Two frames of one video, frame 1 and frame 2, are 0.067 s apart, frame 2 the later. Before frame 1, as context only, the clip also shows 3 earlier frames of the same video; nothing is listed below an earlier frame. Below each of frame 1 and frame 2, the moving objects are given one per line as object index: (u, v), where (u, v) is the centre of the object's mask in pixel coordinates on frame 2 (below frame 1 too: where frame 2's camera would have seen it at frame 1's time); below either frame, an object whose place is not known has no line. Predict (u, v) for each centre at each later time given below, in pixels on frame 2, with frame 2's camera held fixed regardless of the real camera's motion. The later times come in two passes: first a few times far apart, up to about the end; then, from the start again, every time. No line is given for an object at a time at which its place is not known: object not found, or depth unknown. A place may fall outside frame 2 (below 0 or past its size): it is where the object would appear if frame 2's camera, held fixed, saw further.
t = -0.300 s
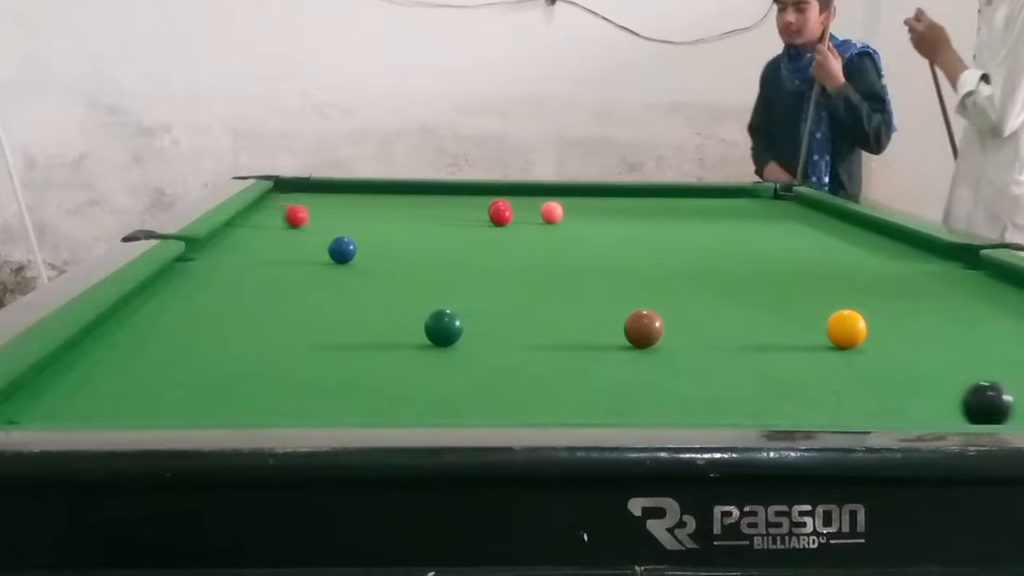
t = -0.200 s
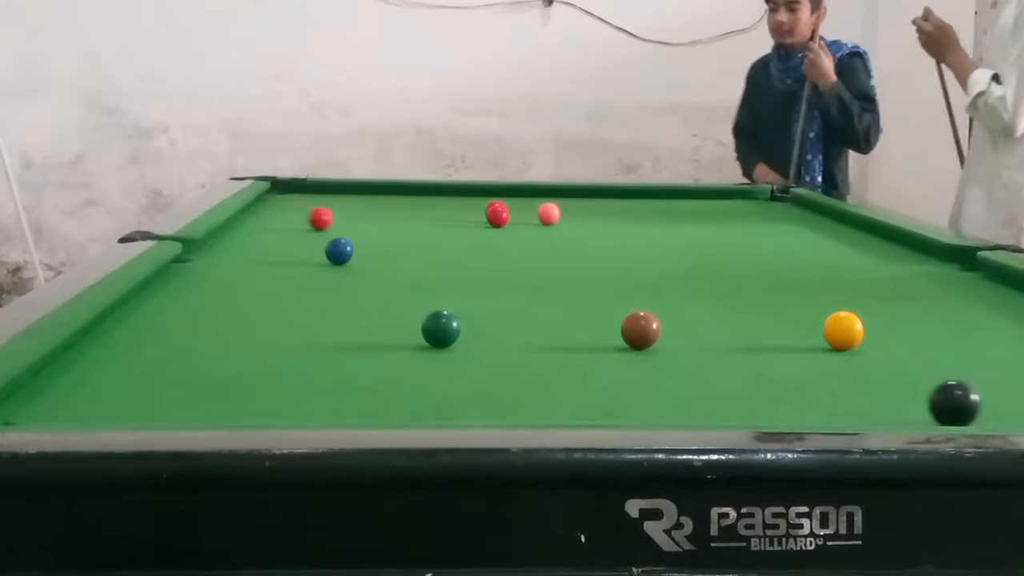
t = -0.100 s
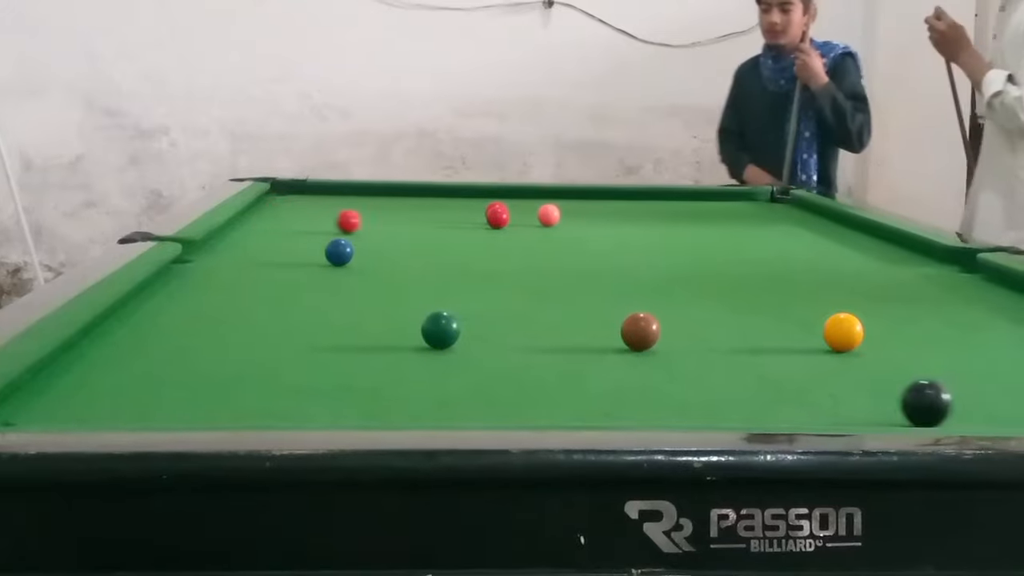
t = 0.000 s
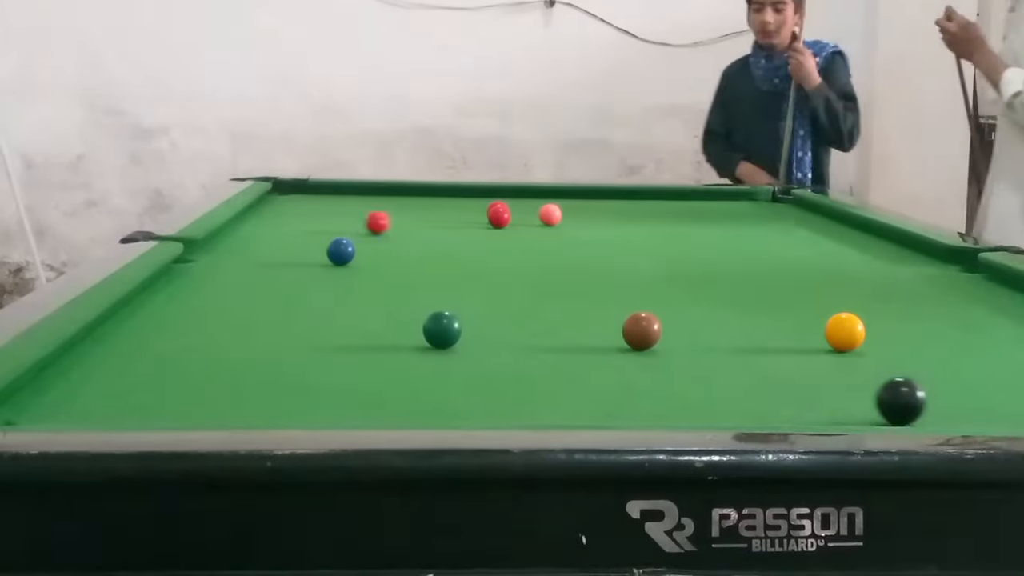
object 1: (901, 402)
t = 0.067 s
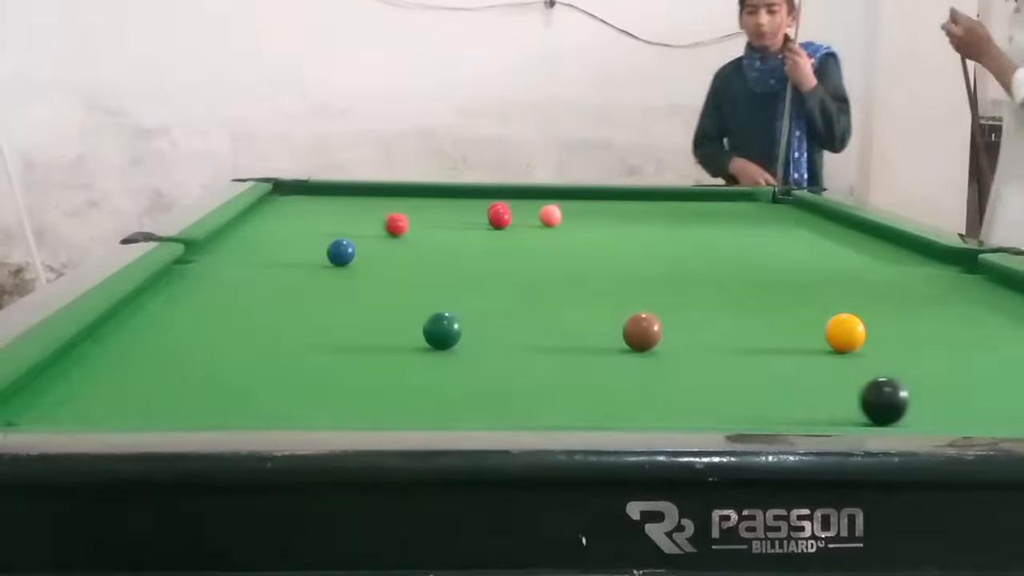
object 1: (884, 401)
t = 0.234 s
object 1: (844, 397)
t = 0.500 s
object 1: (787, 392)
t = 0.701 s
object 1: (752, 389)
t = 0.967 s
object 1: (711, 386)
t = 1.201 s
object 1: (684, 383)
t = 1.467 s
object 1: (659, 381)
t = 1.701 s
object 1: (643, 380)
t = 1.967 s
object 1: (633, 379)
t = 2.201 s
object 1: (628, 379)
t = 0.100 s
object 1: (876, 400)
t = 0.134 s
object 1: (867, 399)
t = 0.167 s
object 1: (860, 398)
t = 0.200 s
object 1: (852, 398)
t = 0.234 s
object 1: (844, 397)
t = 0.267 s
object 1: (836, 396)
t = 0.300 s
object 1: (829, 396)
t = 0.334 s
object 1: (822, 395)
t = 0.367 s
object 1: (815, 394)
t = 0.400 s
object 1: (808, 394)
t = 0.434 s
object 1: (801, 393)
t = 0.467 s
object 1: (794, 393)
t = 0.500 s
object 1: (787, 392)
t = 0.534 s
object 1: (781, 392)
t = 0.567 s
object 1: (775, 391)
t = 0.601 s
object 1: (769, 391)
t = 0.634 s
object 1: (763, 390)
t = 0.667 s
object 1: (757, 390)
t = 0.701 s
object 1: (752, 389)
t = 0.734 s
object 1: (746, 389)
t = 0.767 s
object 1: (741, 388)
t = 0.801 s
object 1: (735, 388)
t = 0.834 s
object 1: (730, 387)
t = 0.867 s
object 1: (725, 387)
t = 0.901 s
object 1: (721, 386)
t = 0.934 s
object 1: (716, 386)
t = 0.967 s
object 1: (711, 386)
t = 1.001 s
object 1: (707, 385)
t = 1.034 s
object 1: (703, 385)
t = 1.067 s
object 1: (699, 384)
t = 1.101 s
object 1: (694, 384)
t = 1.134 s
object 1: (691, 384)
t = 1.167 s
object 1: (687, 383)
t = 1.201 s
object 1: (684, 383)
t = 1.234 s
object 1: (681, 382)
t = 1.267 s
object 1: (677, 382)
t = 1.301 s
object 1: (674, 382)
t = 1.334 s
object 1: (670, 382)
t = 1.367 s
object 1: (668, 381)
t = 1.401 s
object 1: (665, 381)
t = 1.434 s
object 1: (662, 381)
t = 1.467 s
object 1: (659, 381)
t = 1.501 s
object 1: (657, 380)
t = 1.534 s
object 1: (654, 380)
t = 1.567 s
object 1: (652, 380)
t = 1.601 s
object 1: (649, 380)
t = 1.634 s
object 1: (647, 380)
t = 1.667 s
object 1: (645, 380)
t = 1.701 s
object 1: (643, 380)
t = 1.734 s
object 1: (642, 380)
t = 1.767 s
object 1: (640, 379)
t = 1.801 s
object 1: (638, 379)
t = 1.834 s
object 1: (637, 379)
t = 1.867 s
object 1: (636, 379)
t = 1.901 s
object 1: (635, 379)
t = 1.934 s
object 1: (634, 379)
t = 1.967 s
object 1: (633, 379)
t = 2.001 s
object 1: (632, 379)
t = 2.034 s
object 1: (631, 379)
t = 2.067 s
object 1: (630, 379)
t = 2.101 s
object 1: (629, 379)
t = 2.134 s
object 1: (629, 379)
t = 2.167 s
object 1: (629, 379)
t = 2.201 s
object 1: (628, 379)
